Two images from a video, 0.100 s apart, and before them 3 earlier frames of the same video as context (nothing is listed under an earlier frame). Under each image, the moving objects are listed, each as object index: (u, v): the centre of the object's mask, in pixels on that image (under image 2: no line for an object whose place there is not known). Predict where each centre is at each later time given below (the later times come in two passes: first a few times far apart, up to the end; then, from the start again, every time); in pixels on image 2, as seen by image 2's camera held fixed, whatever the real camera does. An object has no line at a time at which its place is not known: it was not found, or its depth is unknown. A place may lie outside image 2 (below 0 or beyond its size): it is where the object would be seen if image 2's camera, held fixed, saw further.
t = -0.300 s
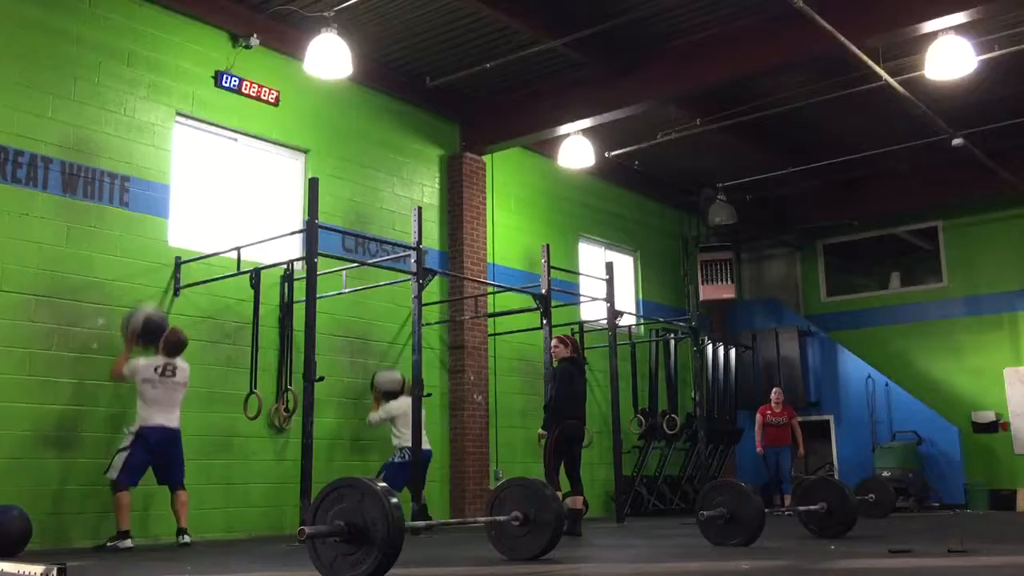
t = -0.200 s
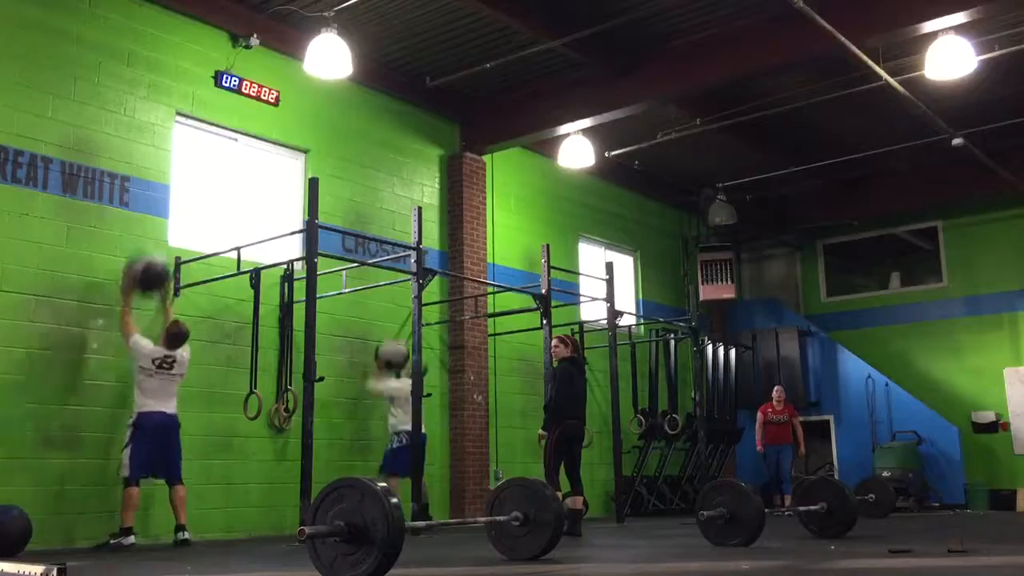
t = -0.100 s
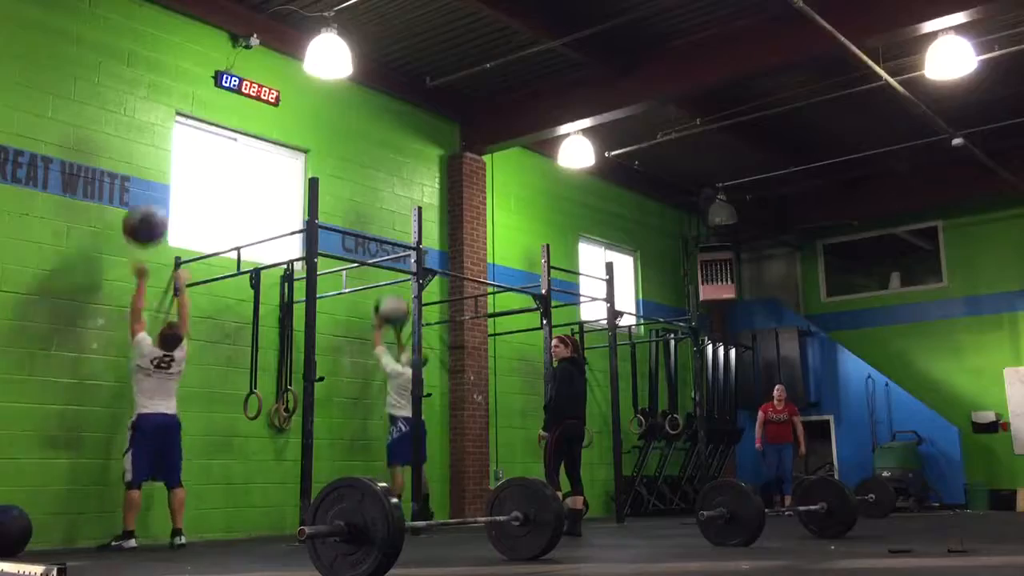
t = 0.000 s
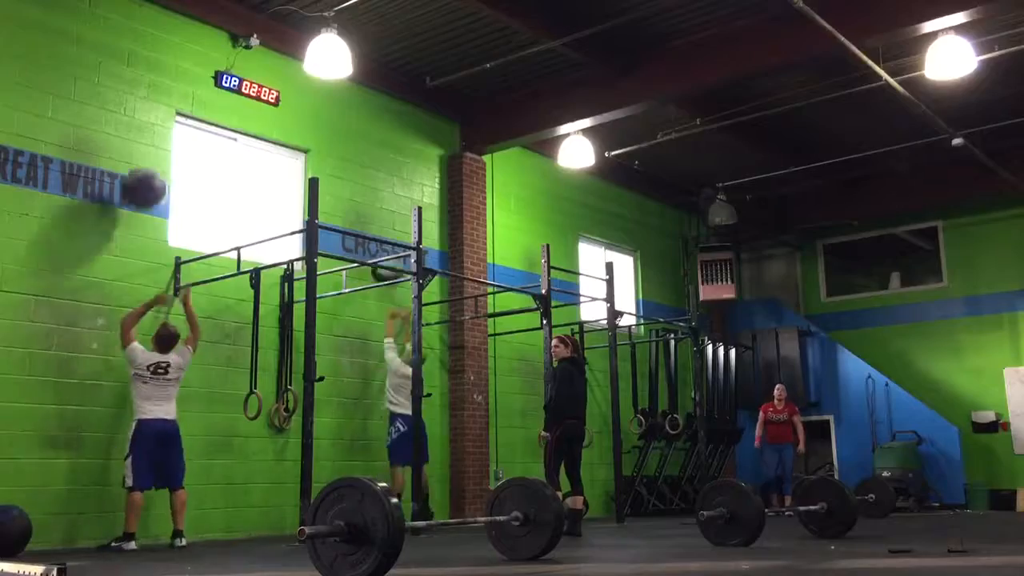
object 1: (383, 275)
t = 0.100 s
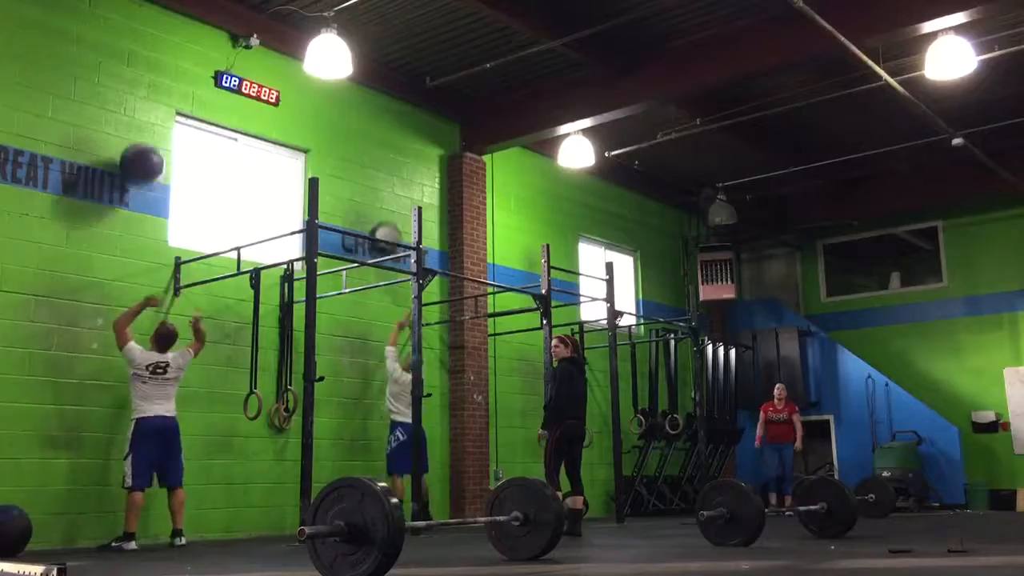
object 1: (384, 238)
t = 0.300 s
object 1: (378, 205)
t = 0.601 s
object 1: (381, 222)
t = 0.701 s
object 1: (382, 244)
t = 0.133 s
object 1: (384, 229)
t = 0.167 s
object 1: (382, 223)
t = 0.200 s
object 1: (381, 217)
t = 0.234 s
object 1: (380, 212)
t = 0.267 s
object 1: (379, 208)
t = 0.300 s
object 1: (378, 205)
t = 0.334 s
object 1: (377, 203)
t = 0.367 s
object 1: (377, 203)
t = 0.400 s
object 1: (377, 203)
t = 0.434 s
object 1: (378, 204)
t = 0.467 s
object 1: (379, 205)
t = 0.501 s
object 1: (379, 208)
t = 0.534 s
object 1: (380, 212)
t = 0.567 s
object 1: (381, 216)
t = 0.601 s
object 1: (381, 222)
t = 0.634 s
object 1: (382, 228)
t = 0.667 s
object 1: (382, 237)
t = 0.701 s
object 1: (382, 244)
